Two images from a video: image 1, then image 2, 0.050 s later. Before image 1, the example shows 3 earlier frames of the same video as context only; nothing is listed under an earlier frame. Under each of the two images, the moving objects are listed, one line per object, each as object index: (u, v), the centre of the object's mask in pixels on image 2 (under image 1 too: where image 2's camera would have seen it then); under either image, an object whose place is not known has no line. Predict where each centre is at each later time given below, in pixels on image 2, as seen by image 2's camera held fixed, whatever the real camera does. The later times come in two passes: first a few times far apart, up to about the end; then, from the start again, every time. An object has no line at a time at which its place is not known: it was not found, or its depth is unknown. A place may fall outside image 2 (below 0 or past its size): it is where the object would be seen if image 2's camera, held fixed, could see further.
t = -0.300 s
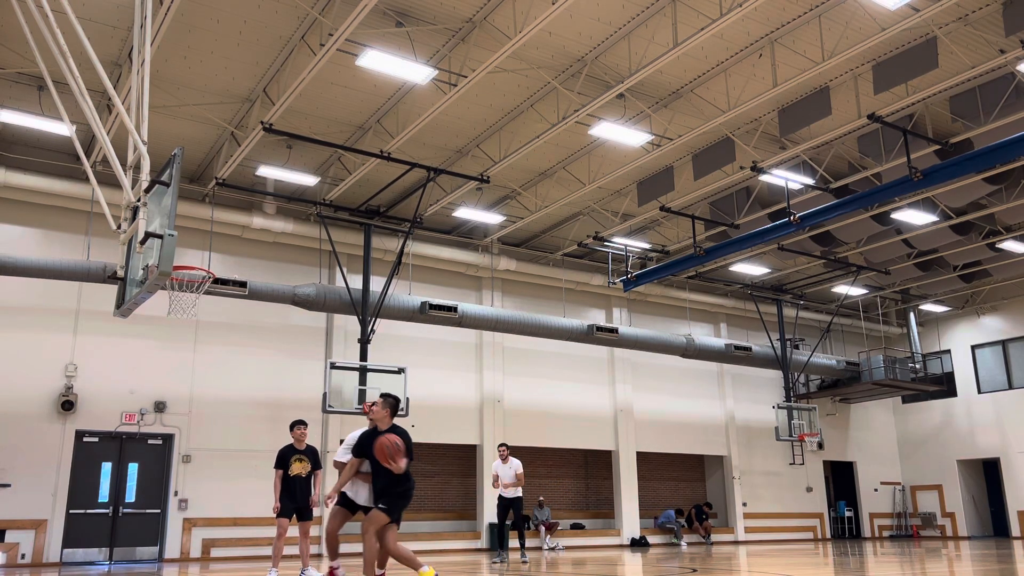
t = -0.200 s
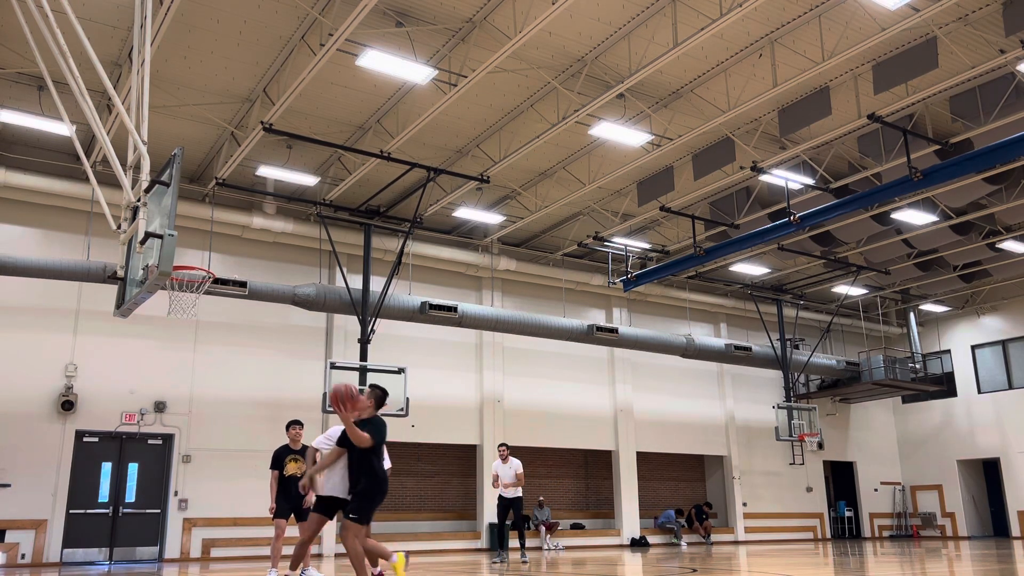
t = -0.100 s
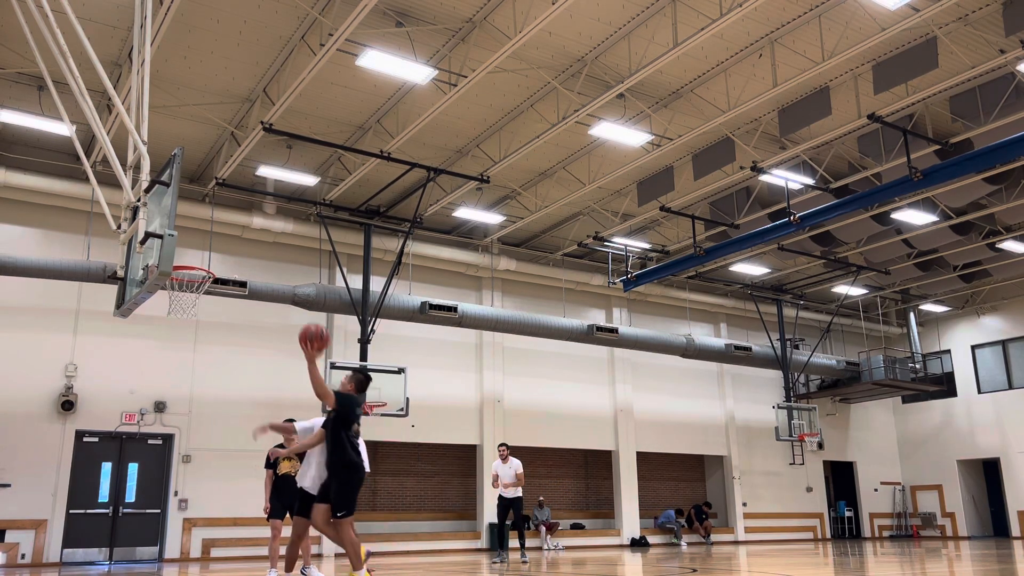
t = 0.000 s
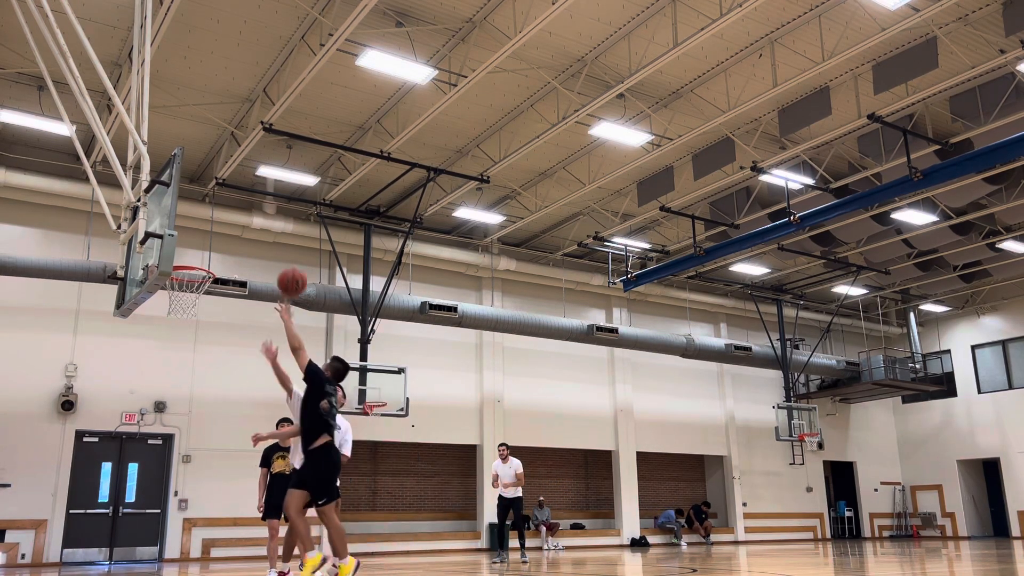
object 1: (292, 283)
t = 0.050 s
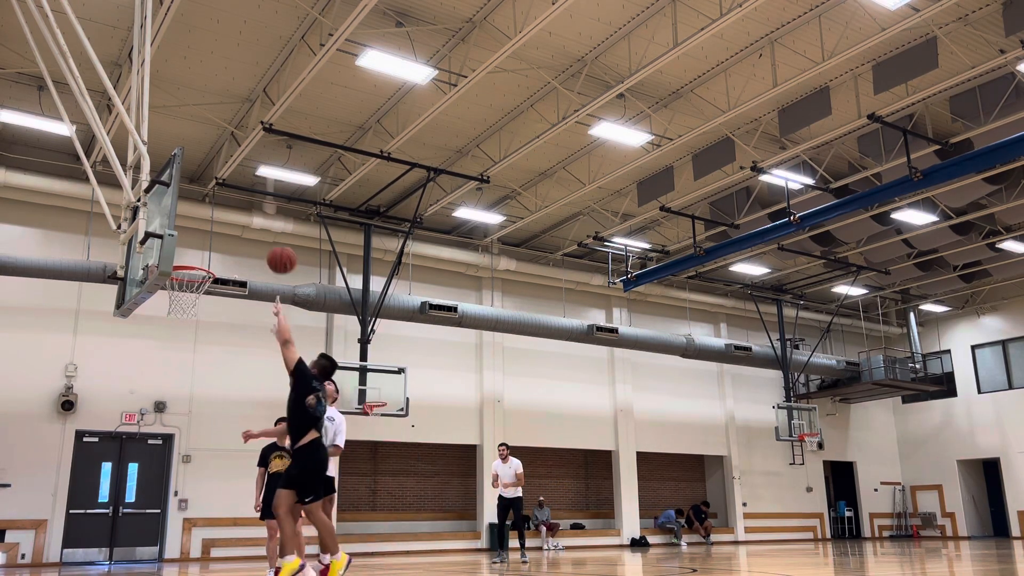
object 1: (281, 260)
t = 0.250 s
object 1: (242, 204)
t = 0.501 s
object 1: (194, 196)
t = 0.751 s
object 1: (190, 240)
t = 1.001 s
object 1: (217, 241)
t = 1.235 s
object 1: (247, 267)
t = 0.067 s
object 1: (278, 253)
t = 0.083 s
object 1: (274, 248)
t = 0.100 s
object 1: (271, 242)
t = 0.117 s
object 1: (268, 236)
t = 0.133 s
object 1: (265, 230)
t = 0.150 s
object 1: (261, 226)
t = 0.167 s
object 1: (258, 221)
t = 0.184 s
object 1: (254, 217)
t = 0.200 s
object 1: (251, 213)
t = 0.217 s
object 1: (248, 210)
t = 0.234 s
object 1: (245, 207)
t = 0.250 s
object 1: (242, 204)
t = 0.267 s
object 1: (239, 201)
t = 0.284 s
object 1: (235, 199)
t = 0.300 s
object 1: (232, 197)
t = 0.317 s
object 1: (229, 196)
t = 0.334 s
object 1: (226, 194)
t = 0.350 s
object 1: (222, 193)
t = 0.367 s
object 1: (220, 192)
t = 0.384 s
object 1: (216, 192)
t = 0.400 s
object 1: (213, 192)
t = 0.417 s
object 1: (210, 192)
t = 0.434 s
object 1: (208, 192)
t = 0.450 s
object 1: (204, 193)
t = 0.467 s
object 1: (201, 194)
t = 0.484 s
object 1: (198, 195)
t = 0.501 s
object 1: (194, 196)
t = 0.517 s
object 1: (192, 198)
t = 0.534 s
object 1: (189, 200)
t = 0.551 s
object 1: (187, 203)
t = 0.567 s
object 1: (186, 205)
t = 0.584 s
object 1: (186, 206)
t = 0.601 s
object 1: (187, 209)
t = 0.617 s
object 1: (186, 211)
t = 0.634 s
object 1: (187, 214)
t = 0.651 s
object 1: (187, 217)
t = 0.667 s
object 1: (187, 220)
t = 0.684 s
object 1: (188, 224)
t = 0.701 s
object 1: (188, 228)
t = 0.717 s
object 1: (189, 232)
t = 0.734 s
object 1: (190, 236)
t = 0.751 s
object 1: (190, 240)
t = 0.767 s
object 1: (190, 246)
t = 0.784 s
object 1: (191, 250)
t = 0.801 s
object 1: (191, 256)
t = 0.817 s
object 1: (192, 257)
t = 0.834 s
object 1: (195, 254)
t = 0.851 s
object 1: (197, 252)
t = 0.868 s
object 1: (199, 250)
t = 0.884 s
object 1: (202, 247)
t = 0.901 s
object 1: (204, 246)
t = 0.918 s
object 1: (206, 244)
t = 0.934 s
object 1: (208, 242)
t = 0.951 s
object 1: (211, 242)
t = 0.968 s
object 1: (213, 241)
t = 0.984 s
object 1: (214, 241)
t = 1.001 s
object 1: (217, 241)
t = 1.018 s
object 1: (219, 241)
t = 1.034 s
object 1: (221, 241)
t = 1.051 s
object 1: (223, 242)
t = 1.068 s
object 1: (225, 243)
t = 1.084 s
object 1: (228, 243)
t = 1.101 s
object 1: (230, 245)
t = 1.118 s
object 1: (232, 247)
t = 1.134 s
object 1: (234, 249)
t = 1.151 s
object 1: (236, 251)
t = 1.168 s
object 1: (238, 253)
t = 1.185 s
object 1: (240, 257)
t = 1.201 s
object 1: (243, 260)
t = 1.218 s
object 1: (245, 263)
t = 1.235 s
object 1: (247, 267)
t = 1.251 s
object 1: (249, 271)
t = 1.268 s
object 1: (251, 276)
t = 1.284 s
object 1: (253, 281)
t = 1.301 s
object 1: (255, 286)
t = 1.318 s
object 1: (257, 291)
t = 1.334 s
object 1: (259, 297)
